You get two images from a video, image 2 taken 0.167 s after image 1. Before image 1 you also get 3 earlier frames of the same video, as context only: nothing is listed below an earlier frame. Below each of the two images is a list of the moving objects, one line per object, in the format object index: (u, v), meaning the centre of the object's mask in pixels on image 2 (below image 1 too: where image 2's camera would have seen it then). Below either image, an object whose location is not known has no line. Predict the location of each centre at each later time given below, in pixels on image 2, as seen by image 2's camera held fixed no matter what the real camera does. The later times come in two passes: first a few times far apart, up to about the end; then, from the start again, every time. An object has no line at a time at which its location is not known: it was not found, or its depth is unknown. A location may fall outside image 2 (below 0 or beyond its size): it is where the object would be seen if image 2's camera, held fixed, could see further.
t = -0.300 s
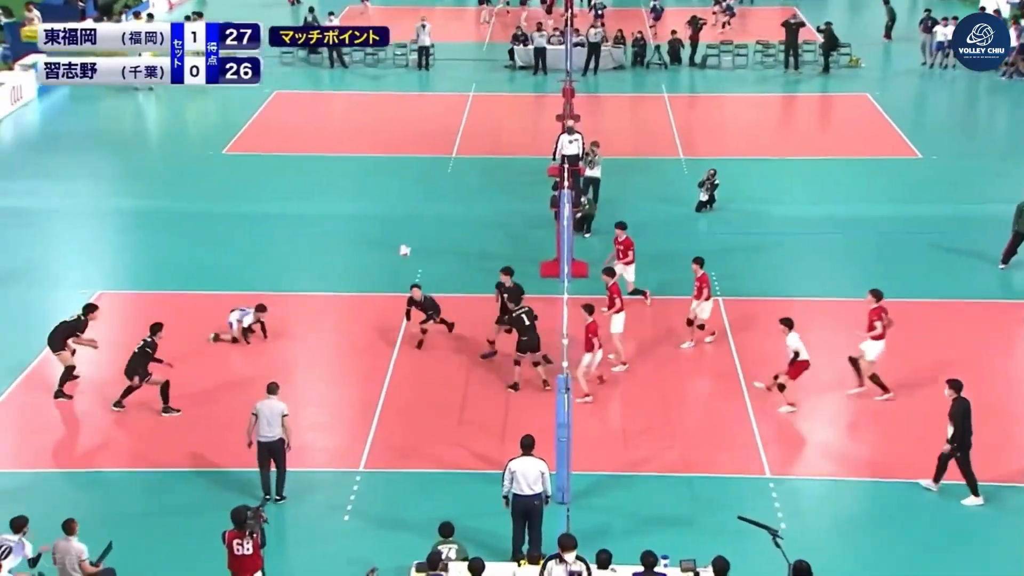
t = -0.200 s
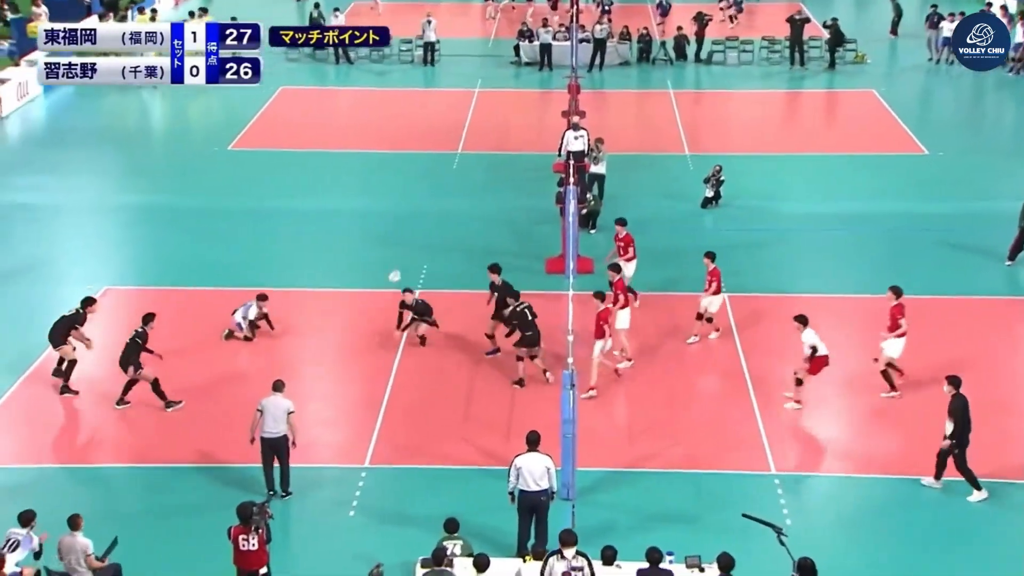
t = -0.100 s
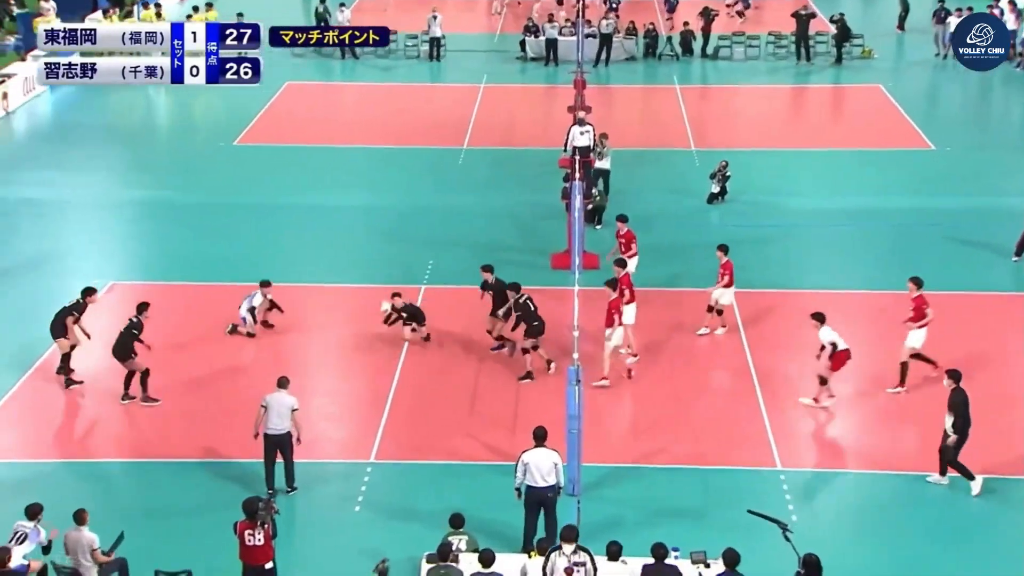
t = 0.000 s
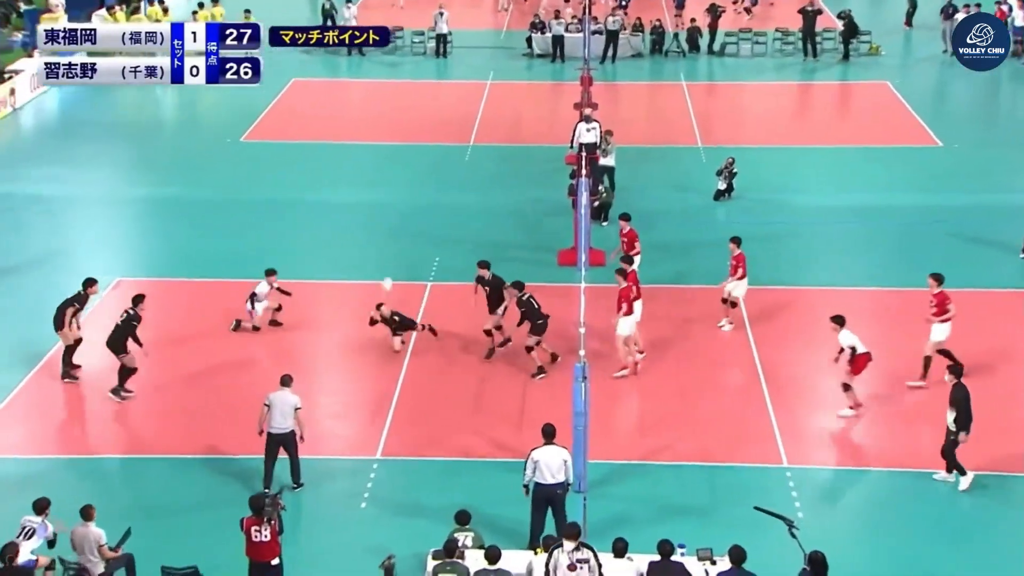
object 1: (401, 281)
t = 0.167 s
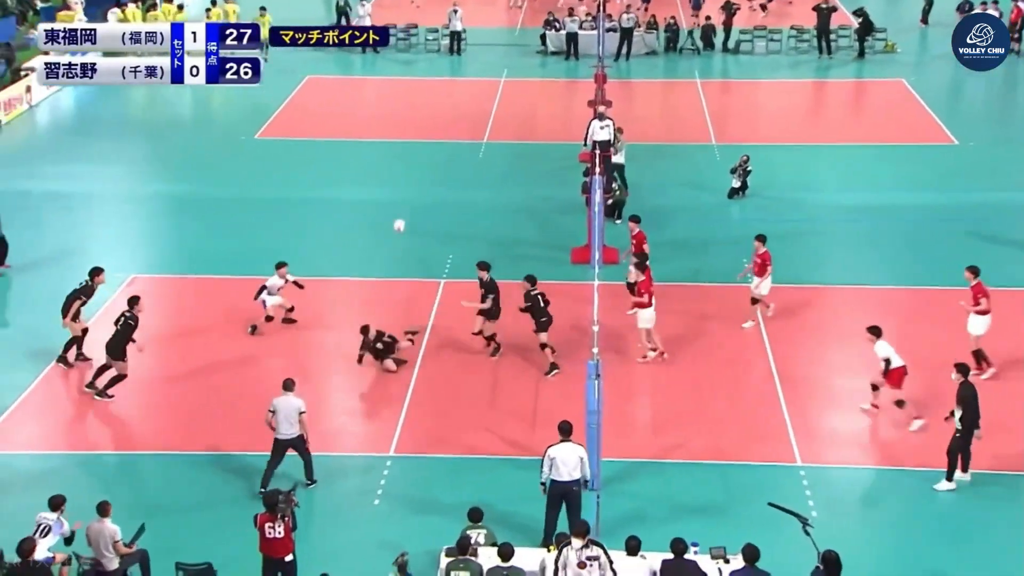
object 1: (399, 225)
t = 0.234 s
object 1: (399, 206)
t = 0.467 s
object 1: (399, 164)
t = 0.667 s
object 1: (399, 152)
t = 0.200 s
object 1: (399, 215)
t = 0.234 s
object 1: (399, 206)
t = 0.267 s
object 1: (399, 198)
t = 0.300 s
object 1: (399, 191)
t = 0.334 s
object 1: (399, 184)
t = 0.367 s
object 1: (399, 178)
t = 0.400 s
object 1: (399, 172)
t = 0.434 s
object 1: (399, 168)
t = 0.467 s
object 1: (399, 164)
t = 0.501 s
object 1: (399, 160)
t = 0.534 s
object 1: (399, 157)
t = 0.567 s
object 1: (399, 155)
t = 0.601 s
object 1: (399, 153)
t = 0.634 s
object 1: (399, 152)
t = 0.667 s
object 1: (399, 152)
